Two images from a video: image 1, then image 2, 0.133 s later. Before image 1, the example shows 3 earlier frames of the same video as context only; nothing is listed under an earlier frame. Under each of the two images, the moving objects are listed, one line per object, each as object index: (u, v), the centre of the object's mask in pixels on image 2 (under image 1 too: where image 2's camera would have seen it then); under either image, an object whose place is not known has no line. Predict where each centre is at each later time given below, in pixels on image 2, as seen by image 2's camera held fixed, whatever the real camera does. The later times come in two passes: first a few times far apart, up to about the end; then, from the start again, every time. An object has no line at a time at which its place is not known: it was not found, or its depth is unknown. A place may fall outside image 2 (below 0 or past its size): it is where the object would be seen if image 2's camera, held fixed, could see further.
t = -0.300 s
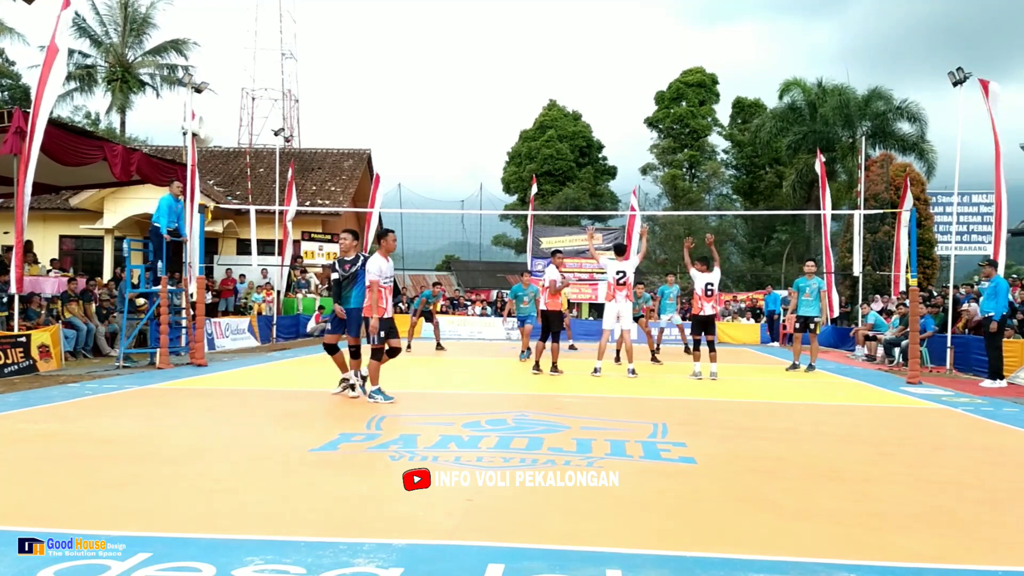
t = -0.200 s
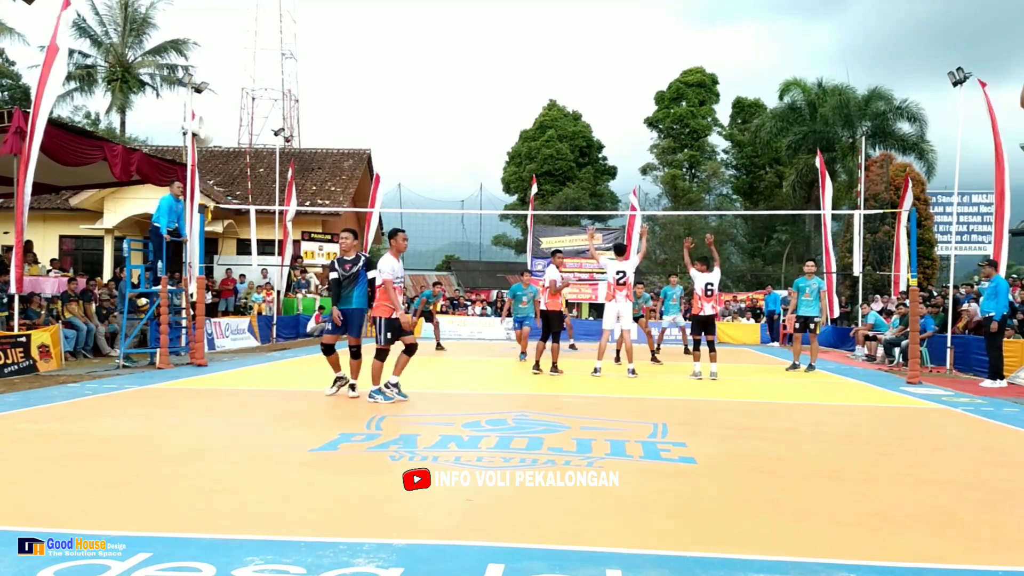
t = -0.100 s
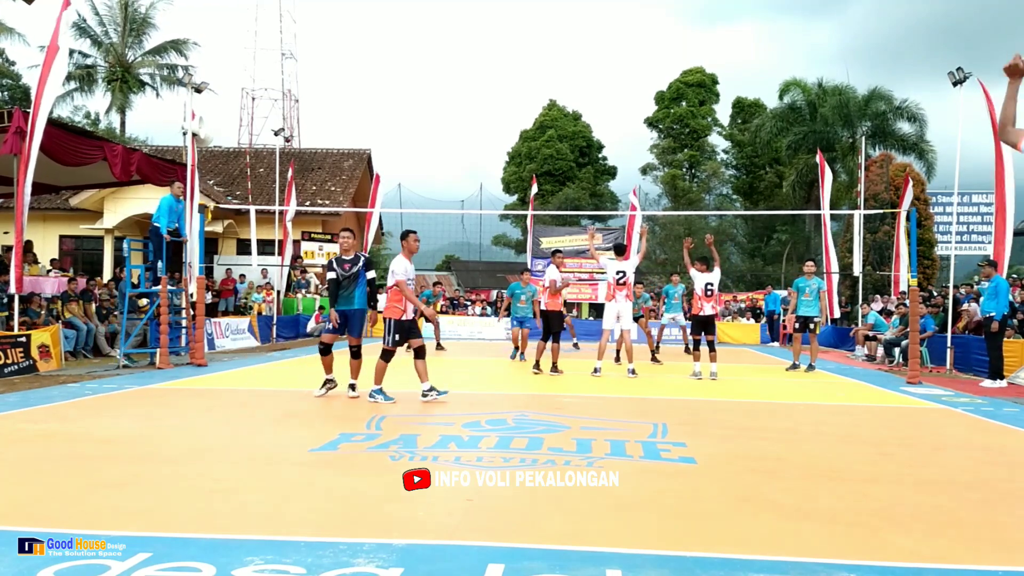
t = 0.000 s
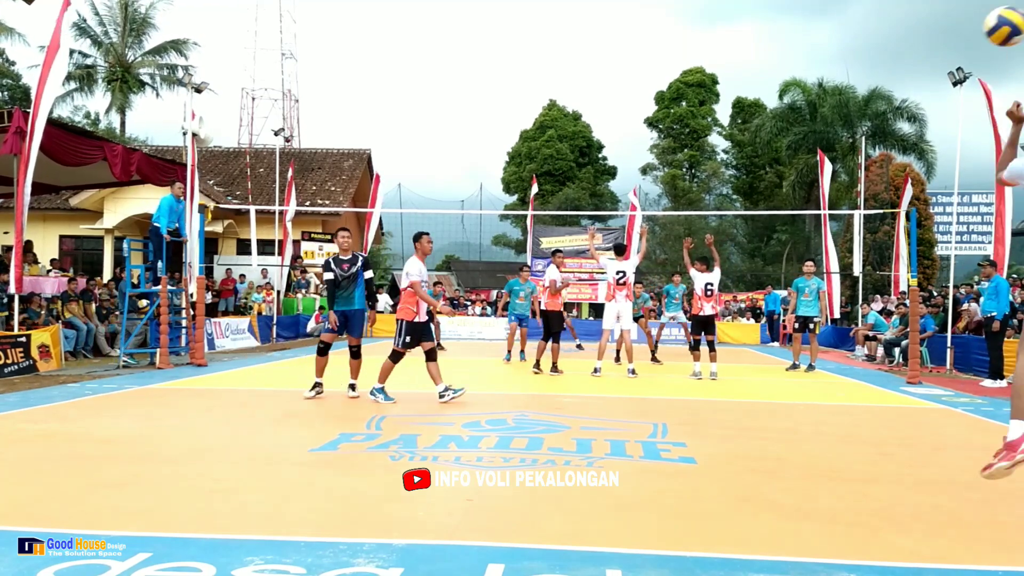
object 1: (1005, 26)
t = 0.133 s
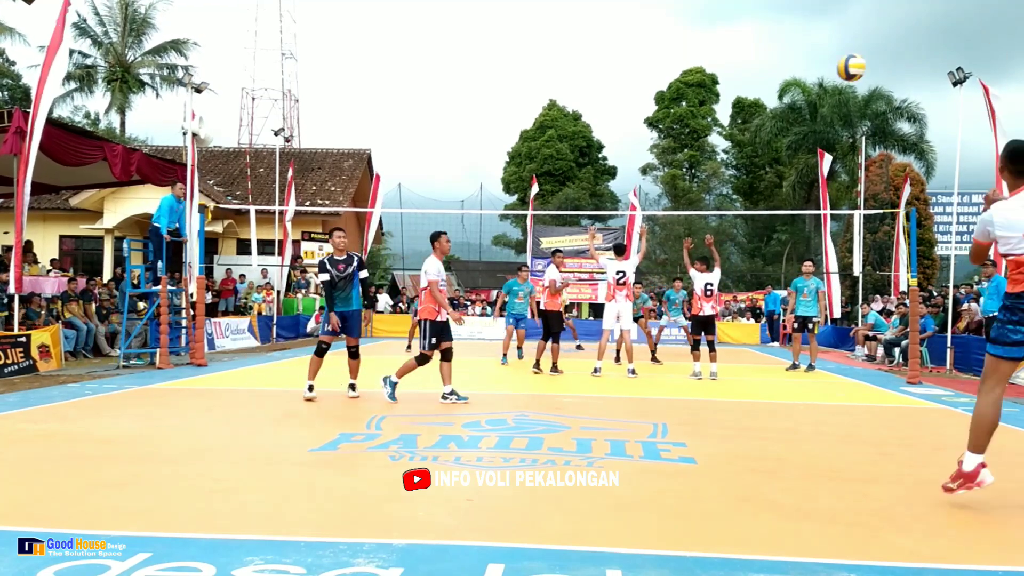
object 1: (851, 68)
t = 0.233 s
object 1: (787, 97)
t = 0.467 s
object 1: (705, 158)
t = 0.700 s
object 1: (665, 216)
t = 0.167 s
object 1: (827, 78)
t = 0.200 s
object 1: (806, 88)
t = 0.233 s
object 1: (787, 97)
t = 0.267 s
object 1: (771, 106)
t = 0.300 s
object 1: (757, 114)
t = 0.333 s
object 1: (744, 123)
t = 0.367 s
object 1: (733, 132)
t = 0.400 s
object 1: (723, 141)
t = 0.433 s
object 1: (713, 150)
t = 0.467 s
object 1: (705, 158)
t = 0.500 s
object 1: (698, 167)
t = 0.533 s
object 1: (691, 175)
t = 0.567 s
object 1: (685, 183)
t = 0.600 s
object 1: (679, 192)
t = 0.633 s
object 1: (674, 200)
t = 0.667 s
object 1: (669, 207)
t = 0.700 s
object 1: (665, 216)
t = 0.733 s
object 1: (662, 223)
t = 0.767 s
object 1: (658, 231)
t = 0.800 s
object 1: (655, 239)
